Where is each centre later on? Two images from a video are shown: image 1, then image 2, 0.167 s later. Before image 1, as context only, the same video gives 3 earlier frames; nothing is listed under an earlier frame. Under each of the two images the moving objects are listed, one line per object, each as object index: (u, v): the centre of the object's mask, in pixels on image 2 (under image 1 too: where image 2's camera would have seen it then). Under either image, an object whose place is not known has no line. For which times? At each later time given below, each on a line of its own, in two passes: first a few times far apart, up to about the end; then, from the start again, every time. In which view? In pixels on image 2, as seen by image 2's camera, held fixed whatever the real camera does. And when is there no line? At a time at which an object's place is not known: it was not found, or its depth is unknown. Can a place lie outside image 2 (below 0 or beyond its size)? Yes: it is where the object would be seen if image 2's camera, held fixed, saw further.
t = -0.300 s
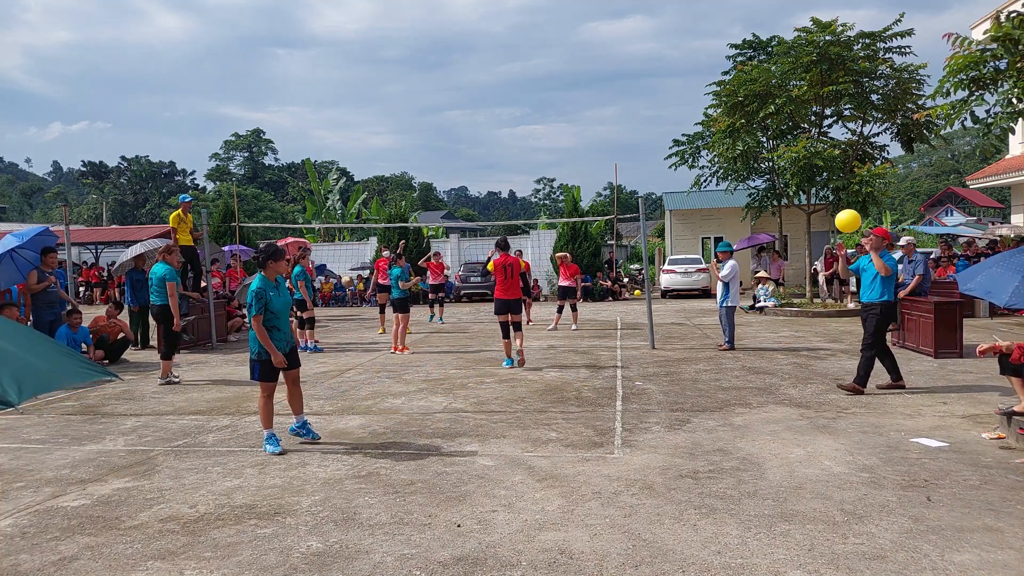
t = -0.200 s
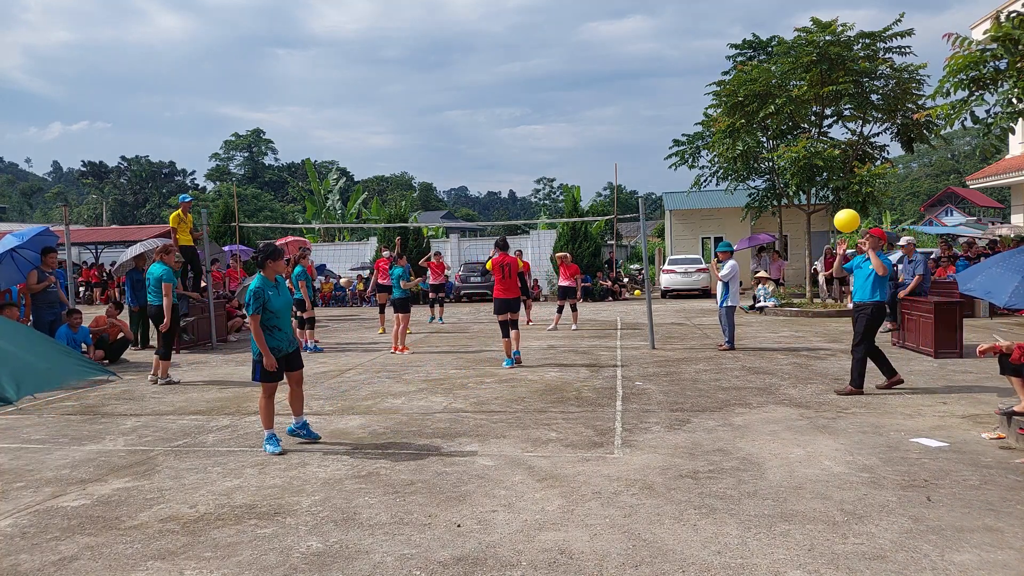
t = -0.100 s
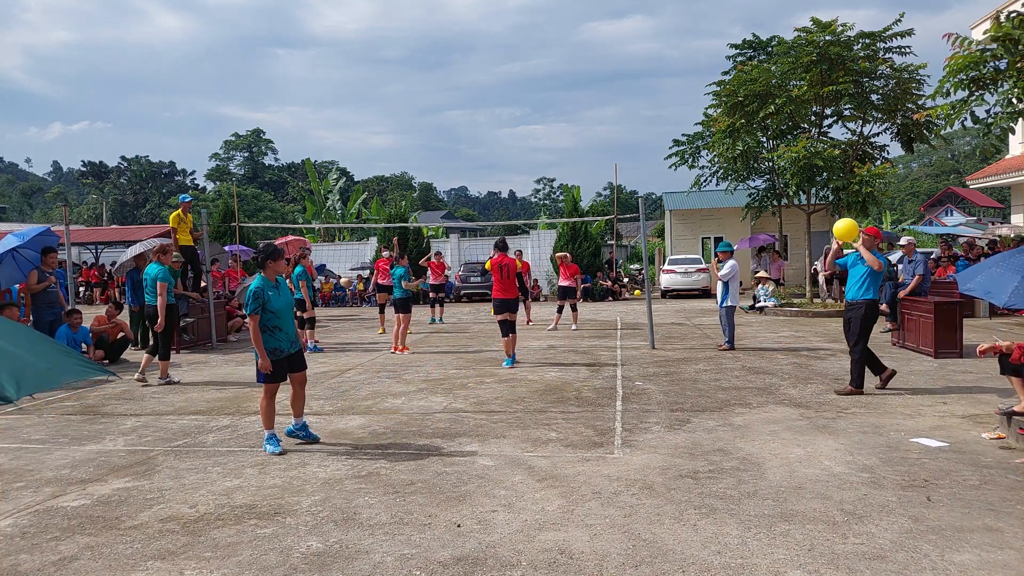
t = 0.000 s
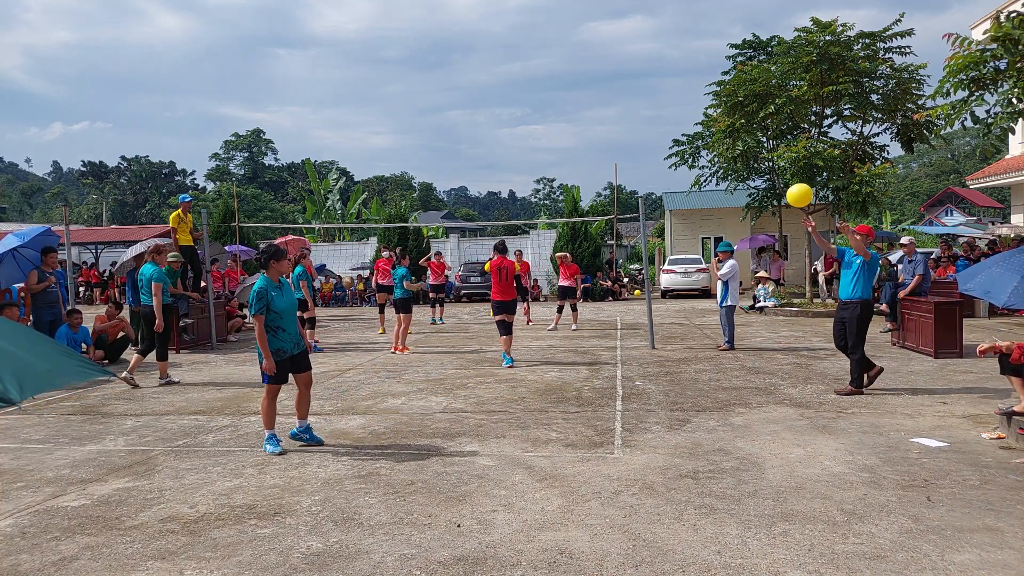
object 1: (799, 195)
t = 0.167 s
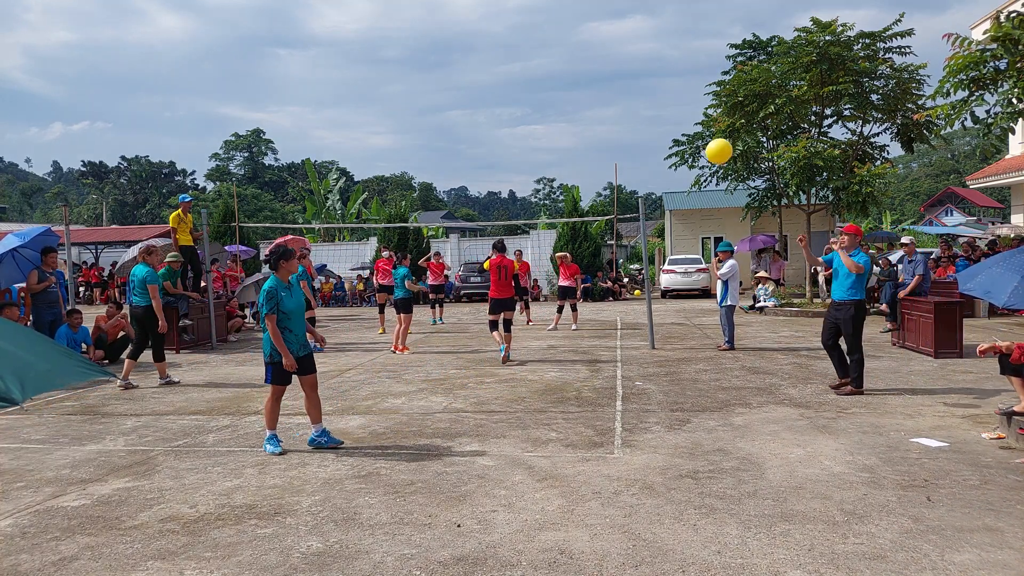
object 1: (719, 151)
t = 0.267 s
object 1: (670, 139)
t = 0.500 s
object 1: (553, 154)
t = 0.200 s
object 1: (703, 146)
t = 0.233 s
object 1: (686, 142)
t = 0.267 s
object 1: (670, 139)
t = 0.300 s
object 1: (654, 138)
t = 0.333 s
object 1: (637, 137)
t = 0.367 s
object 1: (620, 138)
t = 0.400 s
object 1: (604, 140)
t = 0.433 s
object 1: (587, 144)
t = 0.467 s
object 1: (570, 148)
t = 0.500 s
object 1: (553, 154)
